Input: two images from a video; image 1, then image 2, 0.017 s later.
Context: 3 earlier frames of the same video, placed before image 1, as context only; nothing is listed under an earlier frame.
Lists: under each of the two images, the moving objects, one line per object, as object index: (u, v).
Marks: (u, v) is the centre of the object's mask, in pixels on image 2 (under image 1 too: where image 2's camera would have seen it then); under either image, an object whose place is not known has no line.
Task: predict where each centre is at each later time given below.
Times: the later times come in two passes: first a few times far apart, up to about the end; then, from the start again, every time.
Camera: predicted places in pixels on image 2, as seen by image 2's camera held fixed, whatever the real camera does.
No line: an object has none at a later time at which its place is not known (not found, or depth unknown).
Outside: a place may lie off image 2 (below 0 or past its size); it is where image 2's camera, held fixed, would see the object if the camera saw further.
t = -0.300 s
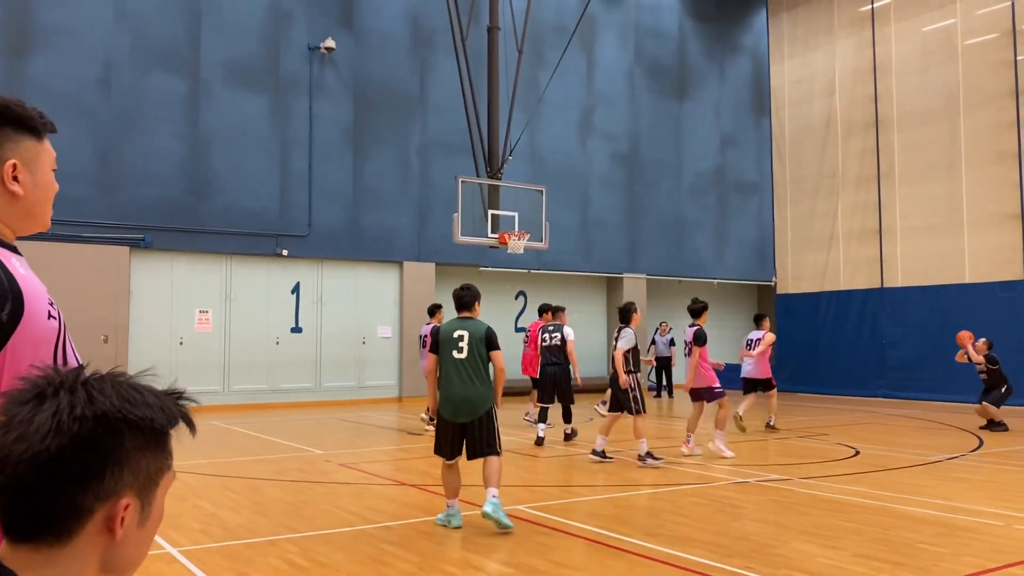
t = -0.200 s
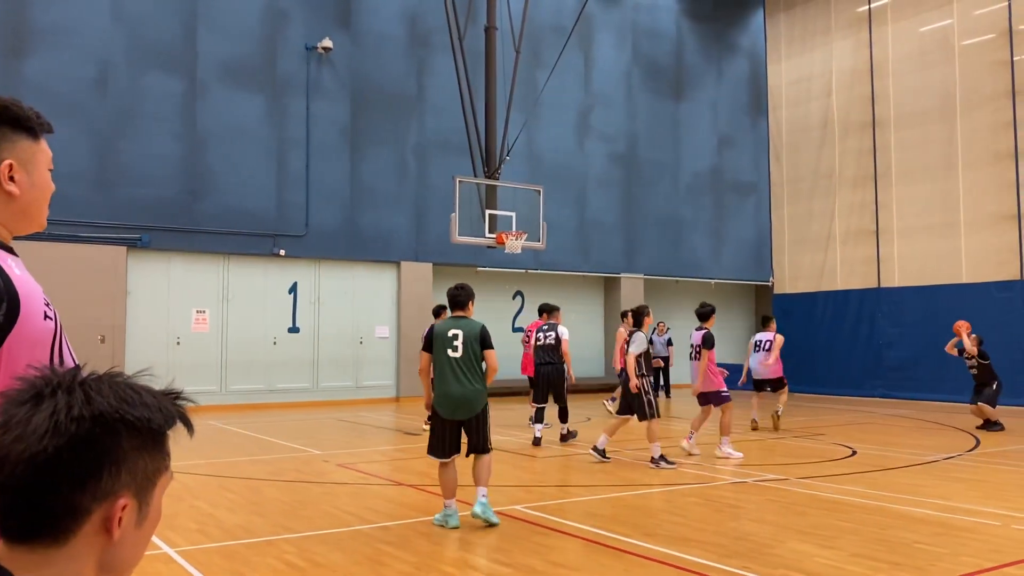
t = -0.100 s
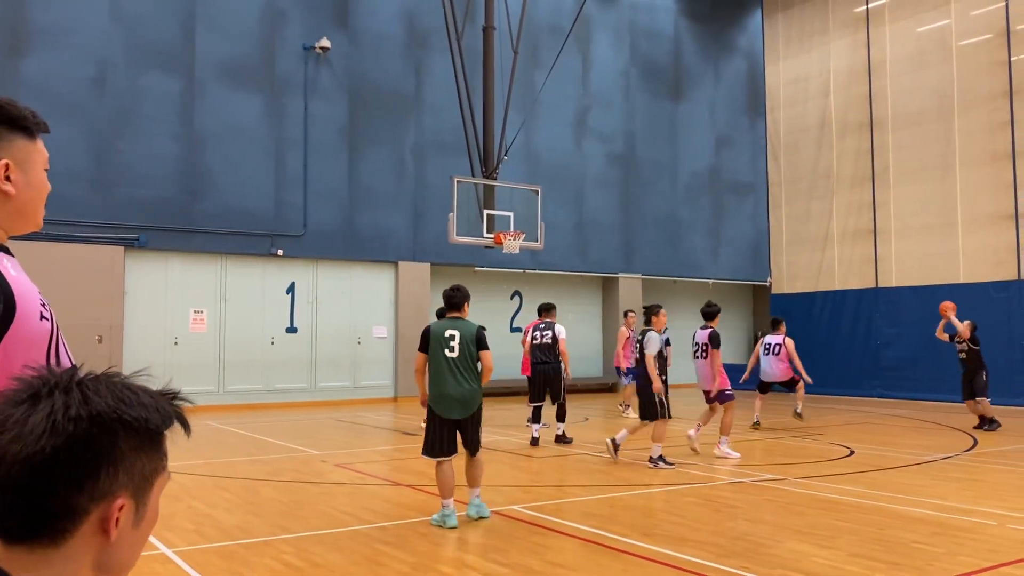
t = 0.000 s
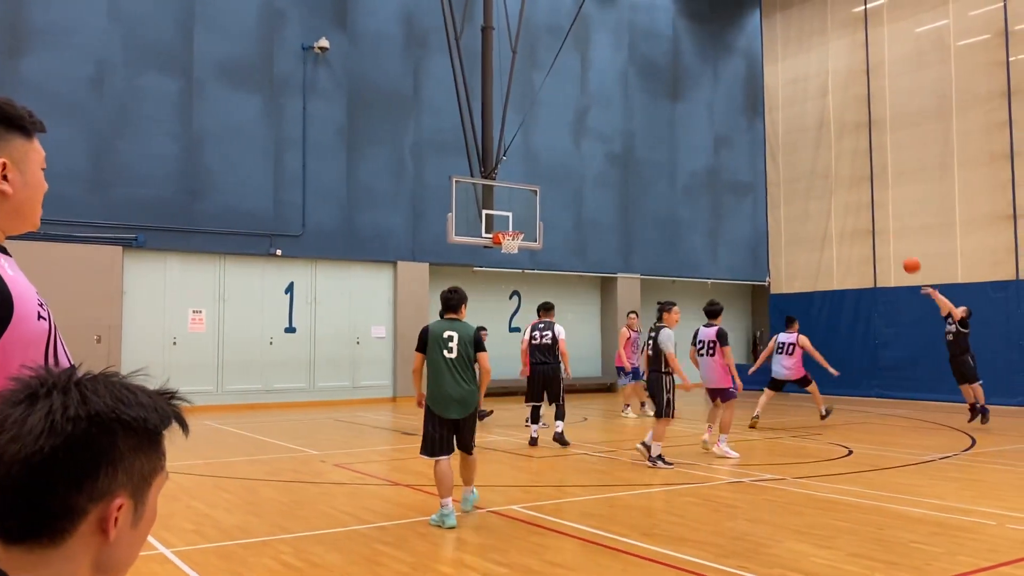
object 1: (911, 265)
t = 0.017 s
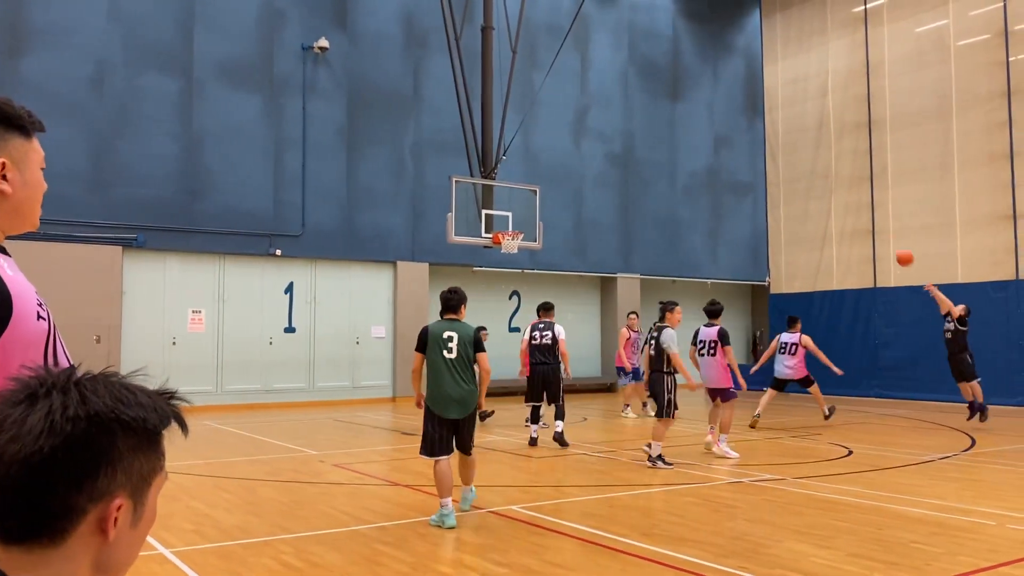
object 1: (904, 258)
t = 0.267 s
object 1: (810, 177)
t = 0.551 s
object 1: (712, 137)
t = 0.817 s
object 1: (626, 147)
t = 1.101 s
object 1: (544, 199)
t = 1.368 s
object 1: (503, 259)
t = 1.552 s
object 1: (502, 302)
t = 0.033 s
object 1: (898, 251)
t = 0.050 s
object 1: (891, 245)
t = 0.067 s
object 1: (885, 238)
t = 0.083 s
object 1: (879, 232)
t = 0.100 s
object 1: (872, 226)
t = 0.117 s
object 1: (866, 220)
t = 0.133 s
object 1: (860, 214)
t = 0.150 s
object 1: (853, 209)
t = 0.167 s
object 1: (847, 204)
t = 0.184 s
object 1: (841, 199)
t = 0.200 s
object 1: (834, 194)
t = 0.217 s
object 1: (828, 189)
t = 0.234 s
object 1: (823, 185)
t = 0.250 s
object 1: (816, 181)
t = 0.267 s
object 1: (810, 177)
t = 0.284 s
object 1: (804, 173)
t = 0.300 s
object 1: (798, 170)
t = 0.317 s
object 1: (792, 166)
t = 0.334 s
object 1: (787, 163)
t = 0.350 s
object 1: (781, 160)
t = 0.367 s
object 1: (774, 157)
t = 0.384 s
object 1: (769, 154)
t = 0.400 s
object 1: (763, 152)
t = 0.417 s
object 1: (757, 149)
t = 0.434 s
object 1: (752, 147)
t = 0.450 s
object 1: (746, 145)
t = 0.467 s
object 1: (740, 144)
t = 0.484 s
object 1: (734, 142)
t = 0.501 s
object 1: (729, 141)
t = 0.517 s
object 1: (723, 139)
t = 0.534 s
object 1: (718, 138)
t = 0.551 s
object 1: (712, 137)
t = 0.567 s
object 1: (707, 137)
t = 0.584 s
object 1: (701, 136)
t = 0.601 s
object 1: (696, 136)
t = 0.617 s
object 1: (690, 135)
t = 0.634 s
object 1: (685, 136)
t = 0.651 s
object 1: (679, 136)
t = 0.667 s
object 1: (674, 136)
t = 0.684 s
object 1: (669, 137)
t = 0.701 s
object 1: (664, 137)
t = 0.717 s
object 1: (658, 139)
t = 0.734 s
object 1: (653, 139)
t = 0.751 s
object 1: (647, 141)
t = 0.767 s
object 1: (642, 141)
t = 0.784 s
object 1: (637, 143)
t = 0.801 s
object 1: (632, 145)
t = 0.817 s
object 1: (626, 147)
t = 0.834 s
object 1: (621, 148)
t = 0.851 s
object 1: (617, 150)
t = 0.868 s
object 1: (612, 152)
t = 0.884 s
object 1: (606, 155)
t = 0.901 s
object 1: (602, 157)
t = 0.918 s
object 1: (597, 159)
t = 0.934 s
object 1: (592, 163)
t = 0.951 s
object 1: (587, 166)
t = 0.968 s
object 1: (582, 169)
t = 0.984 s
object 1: (577, 172)
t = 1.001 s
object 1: (572, 176)
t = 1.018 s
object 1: (568, 179)
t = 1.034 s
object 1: (563, 183)
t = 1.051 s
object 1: (558, 187)
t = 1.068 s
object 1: (553, 191)
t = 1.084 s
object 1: (548, 195)
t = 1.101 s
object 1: (544, 199)
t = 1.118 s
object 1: (538, 204)
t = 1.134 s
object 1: (534, 208)
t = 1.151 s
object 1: (529, 213)
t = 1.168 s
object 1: (524, 217)
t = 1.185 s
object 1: (520, 223)
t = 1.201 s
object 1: (515, 227)
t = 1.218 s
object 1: (512, 233)
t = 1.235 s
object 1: (507, 236)
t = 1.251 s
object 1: (503, 240)
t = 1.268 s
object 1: (505, 246)
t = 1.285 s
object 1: (504, 248)
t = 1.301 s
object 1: (504, 248)
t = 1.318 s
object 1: (504, 251)
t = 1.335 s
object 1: (504, 255)
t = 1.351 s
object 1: (504, 257)
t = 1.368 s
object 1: (503, 259)
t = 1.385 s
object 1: (503, 262)
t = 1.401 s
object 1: (503, 266)
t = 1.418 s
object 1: (503, 269)
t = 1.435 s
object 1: (504, 273)
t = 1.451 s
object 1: (503, 276)
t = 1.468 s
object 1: (503, 280)
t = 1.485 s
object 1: (503, 284)
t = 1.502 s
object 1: (503, 289)
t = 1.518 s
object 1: (503, 293)
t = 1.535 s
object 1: (502, 298)
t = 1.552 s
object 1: (502, 302)
